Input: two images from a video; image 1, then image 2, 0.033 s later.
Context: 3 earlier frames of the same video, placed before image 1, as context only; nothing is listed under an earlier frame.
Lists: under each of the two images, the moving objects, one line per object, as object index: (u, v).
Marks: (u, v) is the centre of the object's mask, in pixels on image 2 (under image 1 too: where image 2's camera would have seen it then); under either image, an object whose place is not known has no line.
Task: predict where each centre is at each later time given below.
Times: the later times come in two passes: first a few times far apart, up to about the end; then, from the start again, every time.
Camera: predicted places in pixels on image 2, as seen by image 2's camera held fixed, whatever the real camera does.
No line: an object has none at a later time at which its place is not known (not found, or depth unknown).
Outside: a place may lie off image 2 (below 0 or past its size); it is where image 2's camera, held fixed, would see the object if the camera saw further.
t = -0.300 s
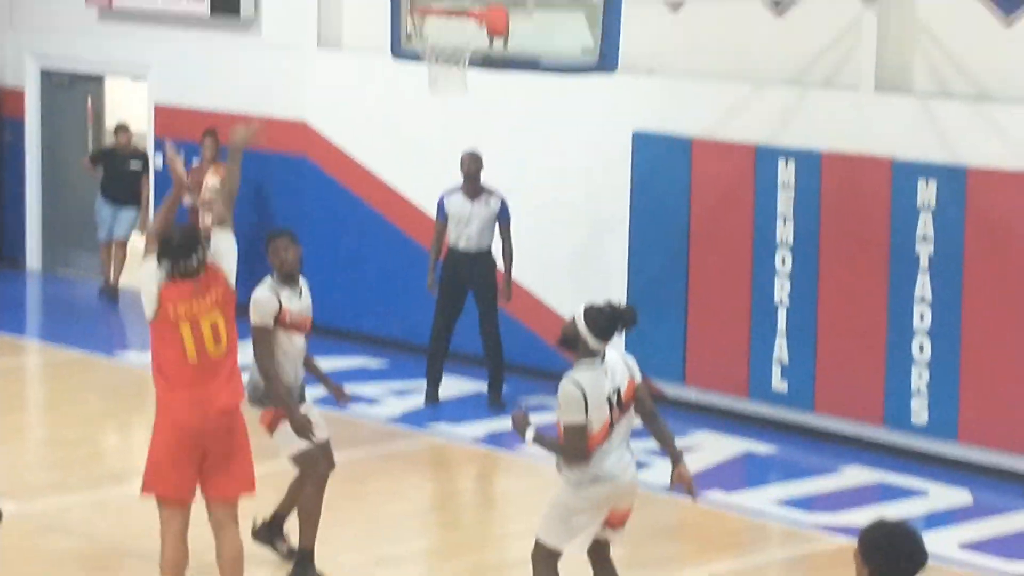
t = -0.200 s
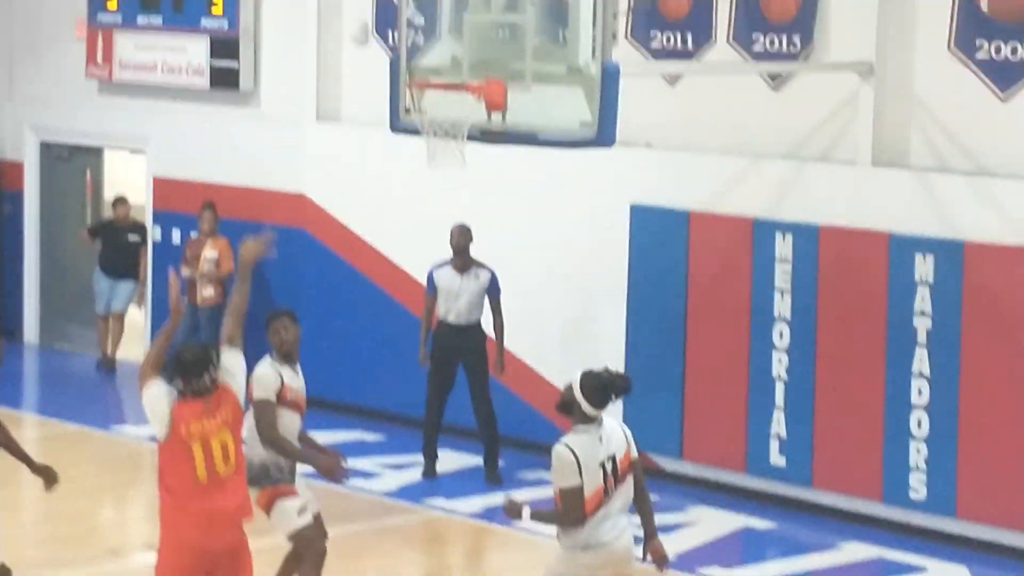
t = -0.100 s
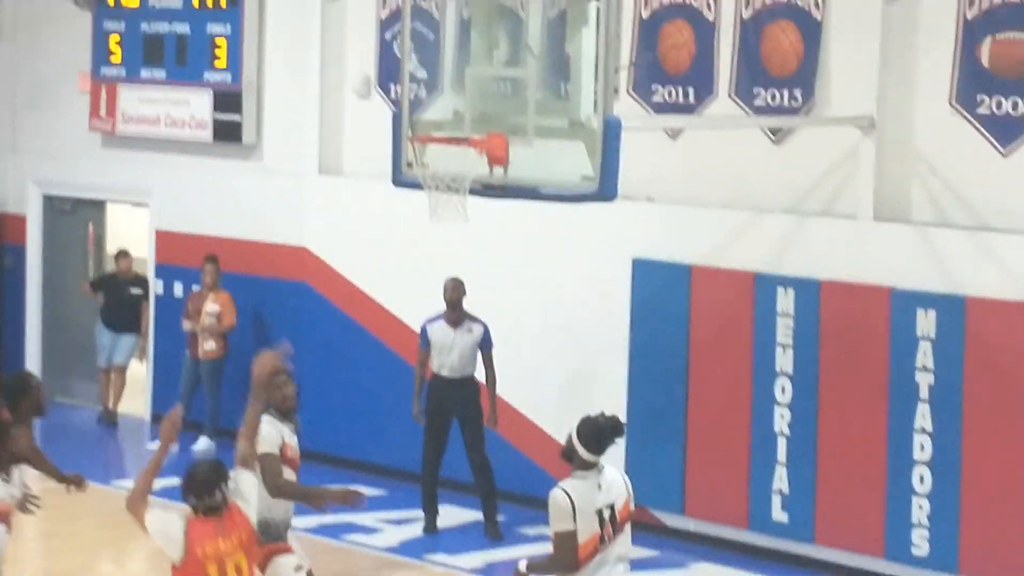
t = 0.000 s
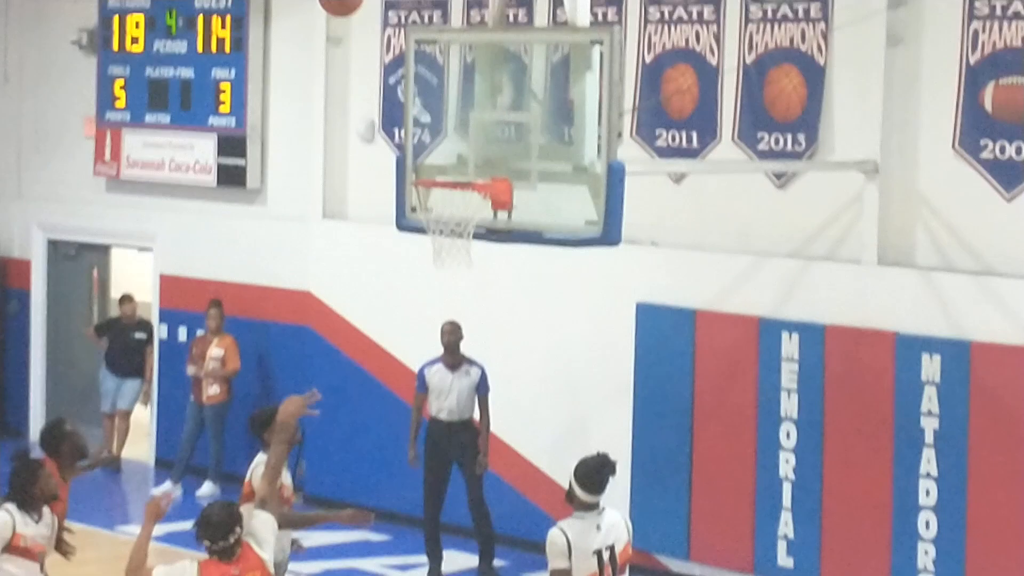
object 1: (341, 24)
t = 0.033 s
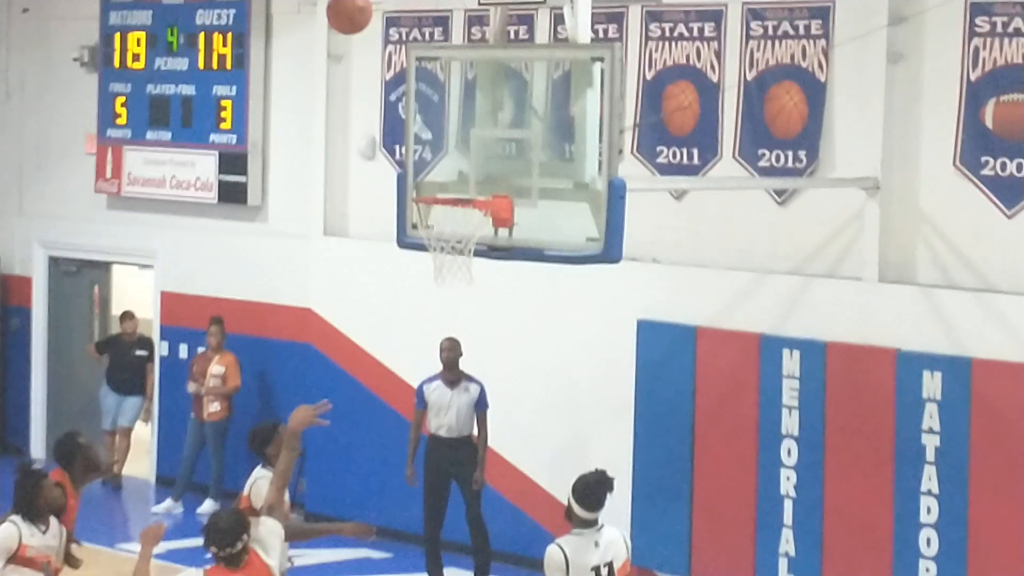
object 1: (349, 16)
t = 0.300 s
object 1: (401, 87)
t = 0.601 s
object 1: (456, 123)
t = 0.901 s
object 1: (440, 86)
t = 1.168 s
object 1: (402, 176)
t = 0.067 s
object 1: (356, 14)
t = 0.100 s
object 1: (363, 19)
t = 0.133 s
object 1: (370, 26)
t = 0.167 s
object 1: (376, 35)
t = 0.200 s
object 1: (383, 45)
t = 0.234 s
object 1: (389, 58)
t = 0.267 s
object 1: (395, 72)
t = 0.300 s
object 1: (401, 87)
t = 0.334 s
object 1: (407, 104)
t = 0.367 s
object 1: (411, 123)
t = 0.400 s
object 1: (416, 143)
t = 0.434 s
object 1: (422, 165)
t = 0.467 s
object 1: (426, 182)
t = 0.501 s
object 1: (433, 165)
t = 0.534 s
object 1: (441, 149)
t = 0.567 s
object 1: (449, 135)
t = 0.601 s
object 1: (456, 123)
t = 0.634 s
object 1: (464, 113)
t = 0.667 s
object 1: (470, 104)
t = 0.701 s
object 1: (467, 96)
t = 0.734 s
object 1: (463, 90)
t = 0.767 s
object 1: (459, 86)
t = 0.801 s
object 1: (455, 83)
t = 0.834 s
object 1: (450, 82)
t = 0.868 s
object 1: (445, 83)
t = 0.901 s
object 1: (440, 86)
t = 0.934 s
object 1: (435, 91)
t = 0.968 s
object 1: (431, 97)
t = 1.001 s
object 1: (427, 106)
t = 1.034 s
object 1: (422, 116)
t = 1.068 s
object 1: (416, 128)
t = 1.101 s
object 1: (412, 142)
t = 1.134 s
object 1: (407, 158)
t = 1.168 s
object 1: (402, 176)
